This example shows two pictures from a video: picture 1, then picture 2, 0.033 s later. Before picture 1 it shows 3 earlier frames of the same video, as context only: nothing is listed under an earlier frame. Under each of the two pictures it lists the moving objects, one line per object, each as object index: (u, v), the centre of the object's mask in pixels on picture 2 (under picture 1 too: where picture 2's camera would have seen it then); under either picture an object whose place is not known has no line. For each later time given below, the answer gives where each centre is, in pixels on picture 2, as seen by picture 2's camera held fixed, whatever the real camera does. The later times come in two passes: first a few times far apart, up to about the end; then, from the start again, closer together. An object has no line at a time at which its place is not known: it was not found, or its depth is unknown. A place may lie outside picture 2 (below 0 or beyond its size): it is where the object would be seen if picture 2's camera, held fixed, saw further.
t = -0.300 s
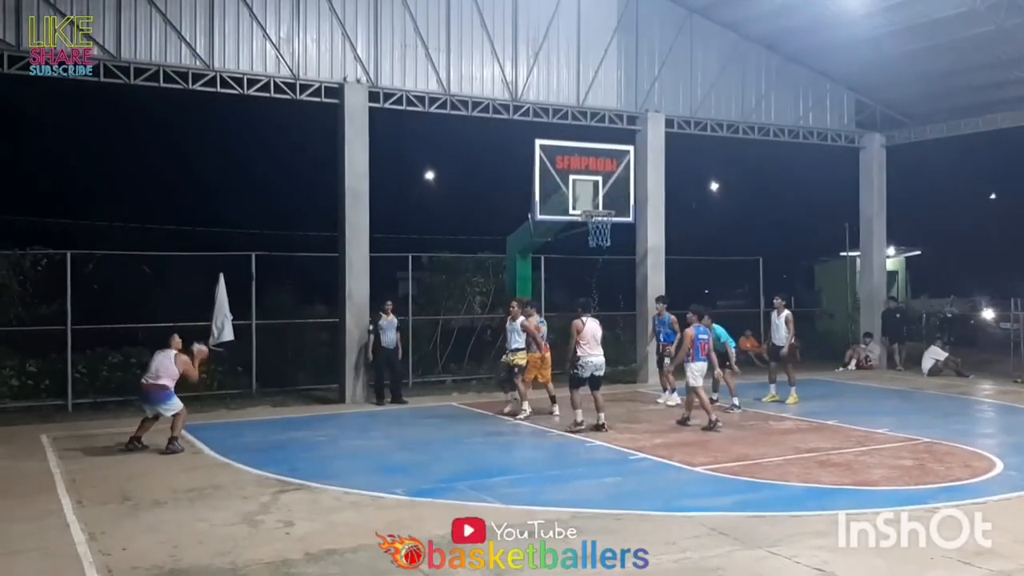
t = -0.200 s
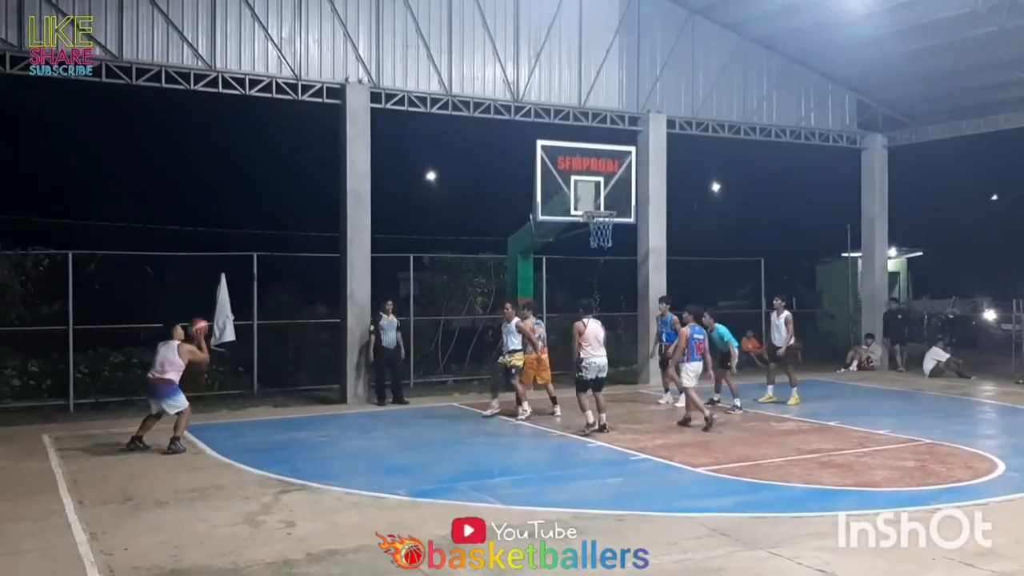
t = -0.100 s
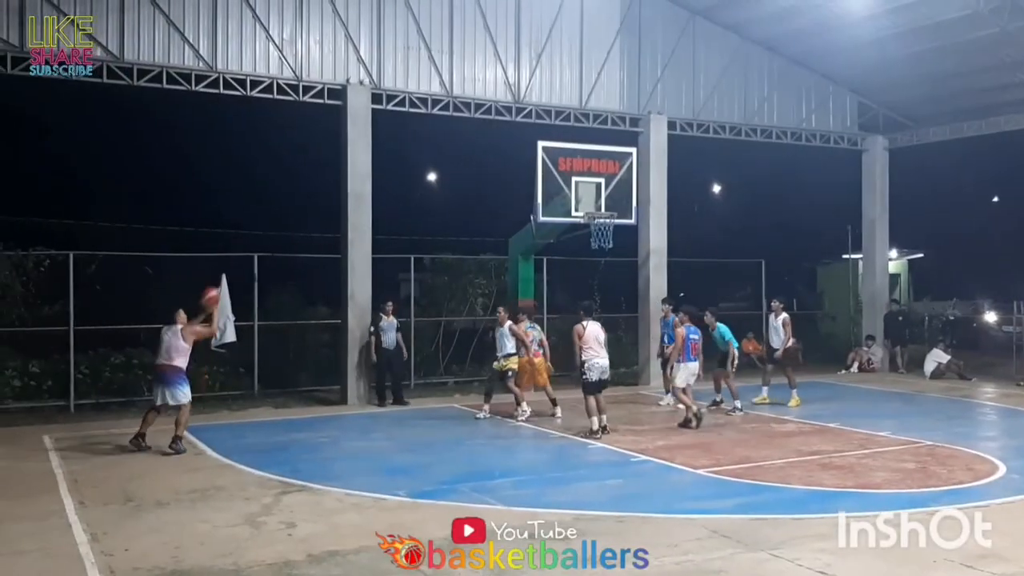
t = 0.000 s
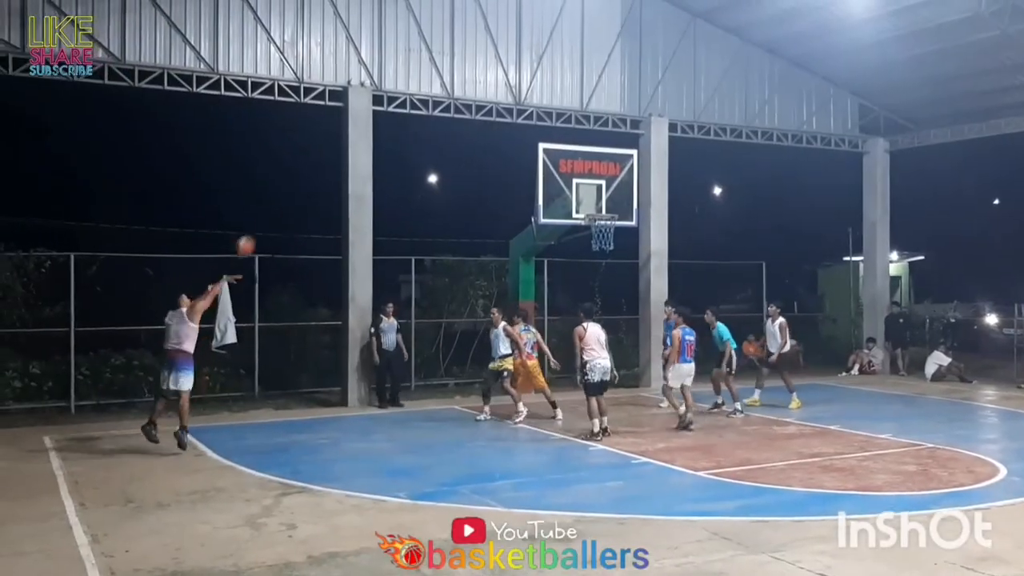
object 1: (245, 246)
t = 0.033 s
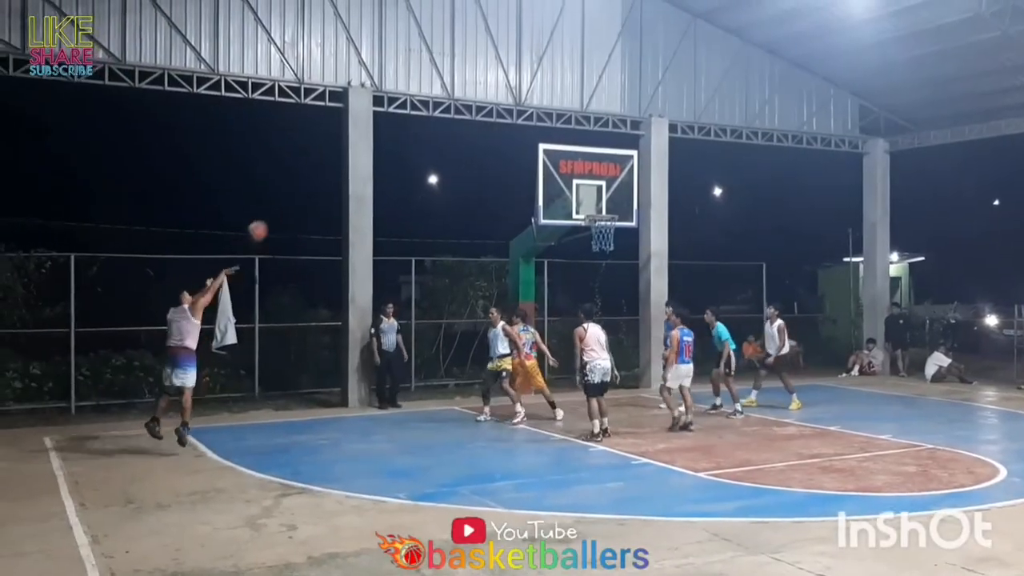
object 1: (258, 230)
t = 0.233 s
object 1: (329, 156)
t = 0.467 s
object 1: (405, 112)
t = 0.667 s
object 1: (462, 106)
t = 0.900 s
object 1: (524, 132)
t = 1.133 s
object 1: (580, 192)
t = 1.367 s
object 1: (623, 175)
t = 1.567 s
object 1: (658, 163)
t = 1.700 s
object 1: (680, 165)
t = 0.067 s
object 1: (270, 216)
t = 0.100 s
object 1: (282, 202)
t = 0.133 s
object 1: (293, 189)
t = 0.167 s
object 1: (305, 177)
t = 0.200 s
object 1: (317, 166)
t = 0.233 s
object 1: (329, 156)
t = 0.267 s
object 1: (340, 148)
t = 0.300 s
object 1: (351, 139)
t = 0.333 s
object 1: (362, 132)
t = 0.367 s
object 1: (374, 125)
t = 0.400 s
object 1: (384, 120)
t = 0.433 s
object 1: (395, 115)
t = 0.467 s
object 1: (405, 112)
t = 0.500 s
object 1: (414, 108)
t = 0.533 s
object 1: (424, 106)
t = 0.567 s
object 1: (433, 105)
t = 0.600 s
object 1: (444, 105)
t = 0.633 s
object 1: (453, 106)
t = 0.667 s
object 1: (462, 106)
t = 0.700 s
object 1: (471, 108)
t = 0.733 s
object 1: (480, 110)
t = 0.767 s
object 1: (490, 113)
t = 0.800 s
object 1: (498, 117)
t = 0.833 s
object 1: (508, 122)
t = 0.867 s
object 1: (516, 127)
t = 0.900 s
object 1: (524, 132)
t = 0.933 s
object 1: (532, 138)
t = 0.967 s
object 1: (540, 146)
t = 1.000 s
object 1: (549, 155)
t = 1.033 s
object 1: (558, 162)
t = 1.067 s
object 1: (565, 169)
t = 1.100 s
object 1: (572, 180)
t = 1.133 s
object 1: (580, 192)
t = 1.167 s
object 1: (587, 203)
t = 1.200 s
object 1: (595, 206)
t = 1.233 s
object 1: (600, 199)
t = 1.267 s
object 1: (605, 191)
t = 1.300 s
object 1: (612, 186)
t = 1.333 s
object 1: (617, 180)
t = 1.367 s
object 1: (623, 175)
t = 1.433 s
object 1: (635, 167)
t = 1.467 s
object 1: (640, 165)
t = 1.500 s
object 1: (647, 163)
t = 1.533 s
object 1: (652, 162)
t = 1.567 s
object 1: (658, 163)
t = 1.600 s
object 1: (664, 162)
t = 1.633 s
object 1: (669, 162)
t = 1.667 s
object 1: (675, 163)
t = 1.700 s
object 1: (680, 165)
